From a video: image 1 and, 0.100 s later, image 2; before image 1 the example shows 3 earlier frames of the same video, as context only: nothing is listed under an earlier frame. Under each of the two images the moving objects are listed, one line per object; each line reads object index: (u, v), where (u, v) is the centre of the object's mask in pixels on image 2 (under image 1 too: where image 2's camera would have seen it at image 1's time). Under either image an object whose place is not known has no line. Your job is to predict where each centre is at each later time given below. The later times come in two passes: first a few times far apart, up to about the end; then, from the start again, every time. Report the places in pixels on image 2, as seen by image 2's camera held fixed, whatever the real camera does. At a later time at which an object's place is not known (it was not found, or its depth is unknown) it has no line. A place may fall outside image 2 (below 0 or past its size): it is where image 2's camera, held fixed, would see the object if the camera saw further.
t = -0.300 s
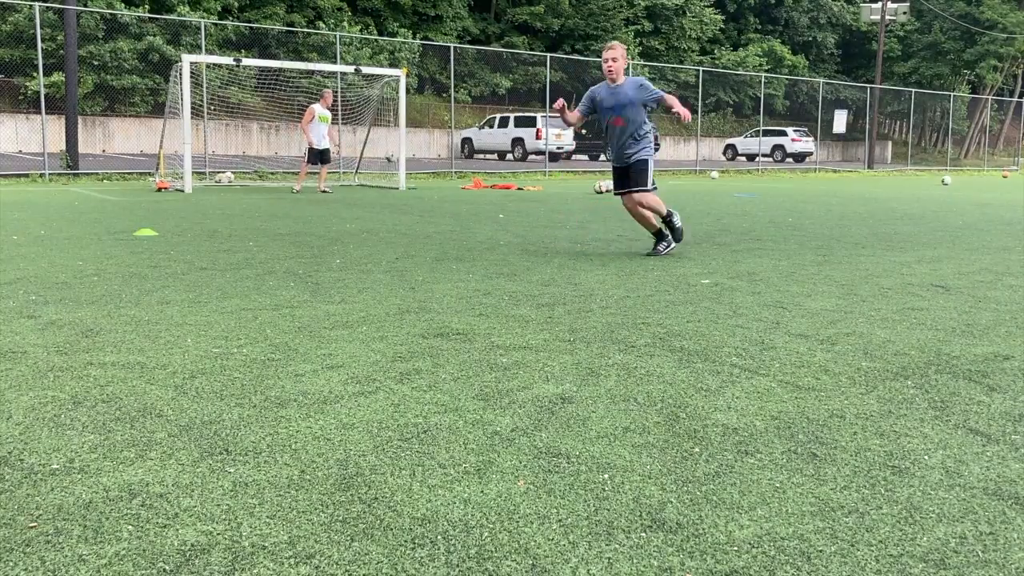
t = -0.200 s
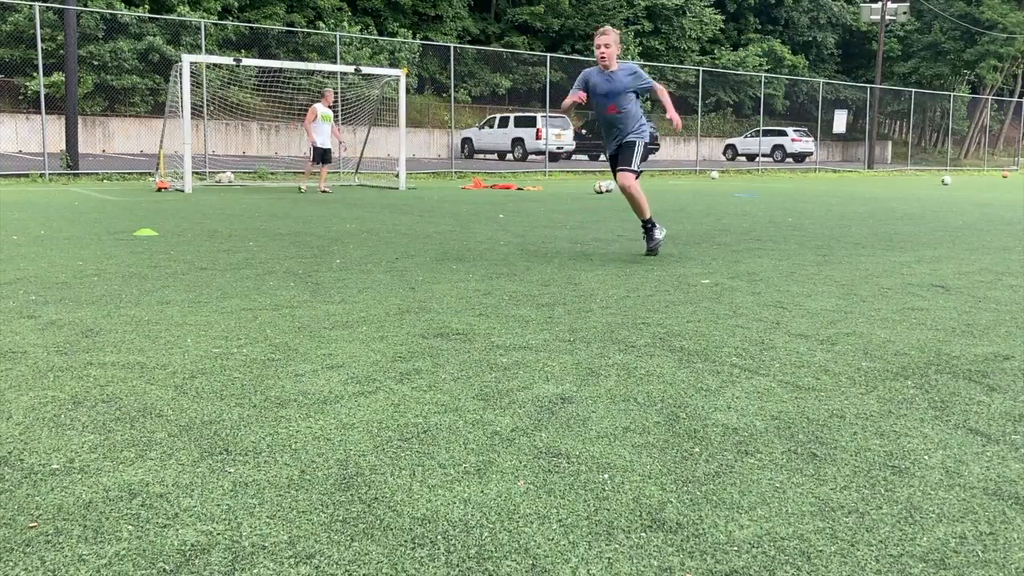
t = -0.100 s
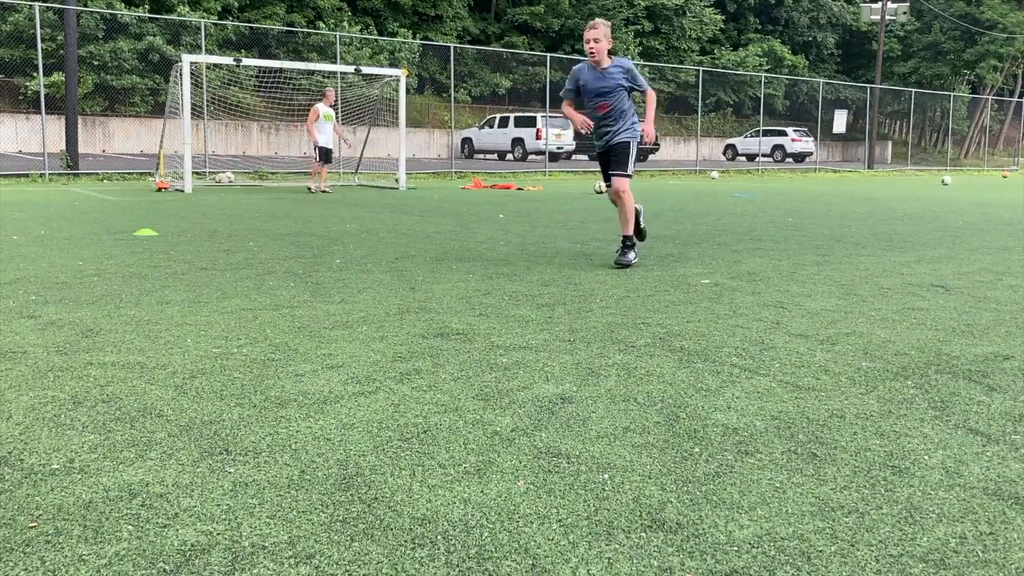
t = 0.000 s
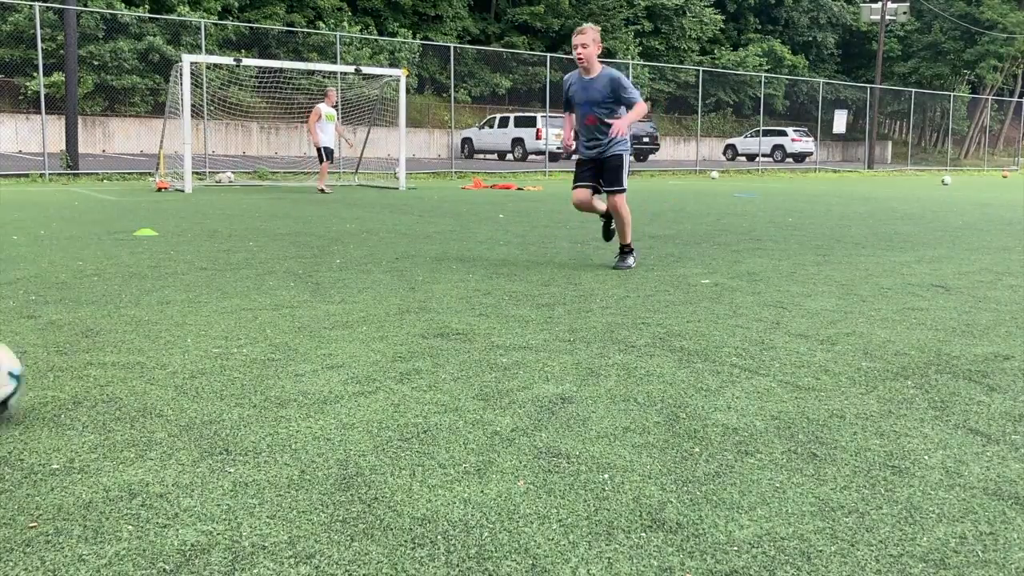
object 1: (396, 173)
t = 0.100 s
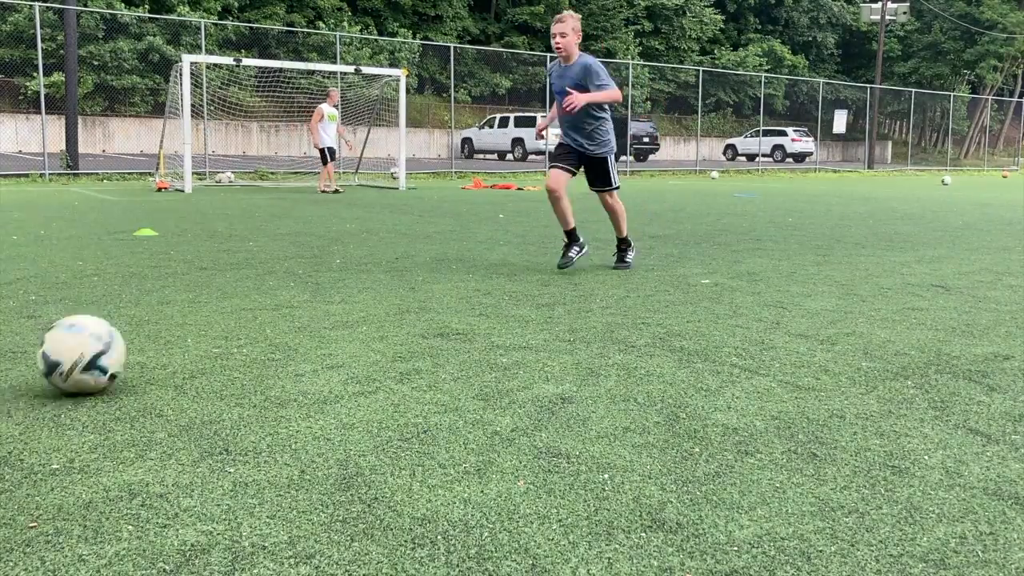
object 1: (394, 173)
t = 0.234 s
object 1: (389, 178)
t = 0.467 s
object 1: (381, 178)
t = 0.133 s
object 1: (394, 174)
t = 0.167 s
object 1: (392, 175)
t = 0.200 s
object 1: (391, 177)
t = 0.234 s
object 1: (389, 178)
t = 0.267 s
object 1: (387, 180)
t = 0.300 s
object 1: (385, 180)
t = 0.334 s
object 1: (384, 179)
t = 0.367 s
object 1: (384, 178)
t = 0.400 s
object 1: (383, 178)
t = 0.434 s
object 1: (382, 178)
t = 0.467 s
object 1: (381, 178)
